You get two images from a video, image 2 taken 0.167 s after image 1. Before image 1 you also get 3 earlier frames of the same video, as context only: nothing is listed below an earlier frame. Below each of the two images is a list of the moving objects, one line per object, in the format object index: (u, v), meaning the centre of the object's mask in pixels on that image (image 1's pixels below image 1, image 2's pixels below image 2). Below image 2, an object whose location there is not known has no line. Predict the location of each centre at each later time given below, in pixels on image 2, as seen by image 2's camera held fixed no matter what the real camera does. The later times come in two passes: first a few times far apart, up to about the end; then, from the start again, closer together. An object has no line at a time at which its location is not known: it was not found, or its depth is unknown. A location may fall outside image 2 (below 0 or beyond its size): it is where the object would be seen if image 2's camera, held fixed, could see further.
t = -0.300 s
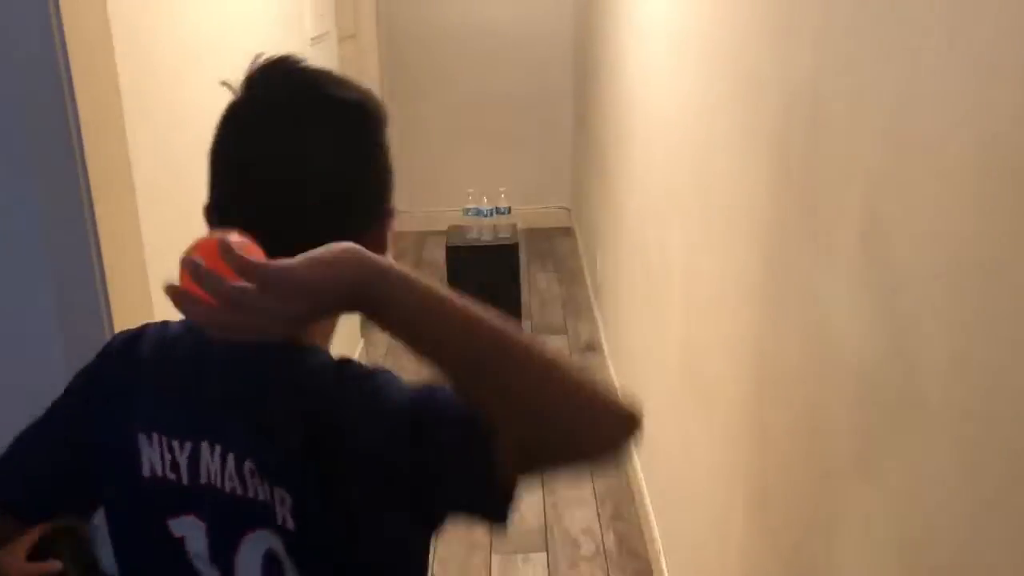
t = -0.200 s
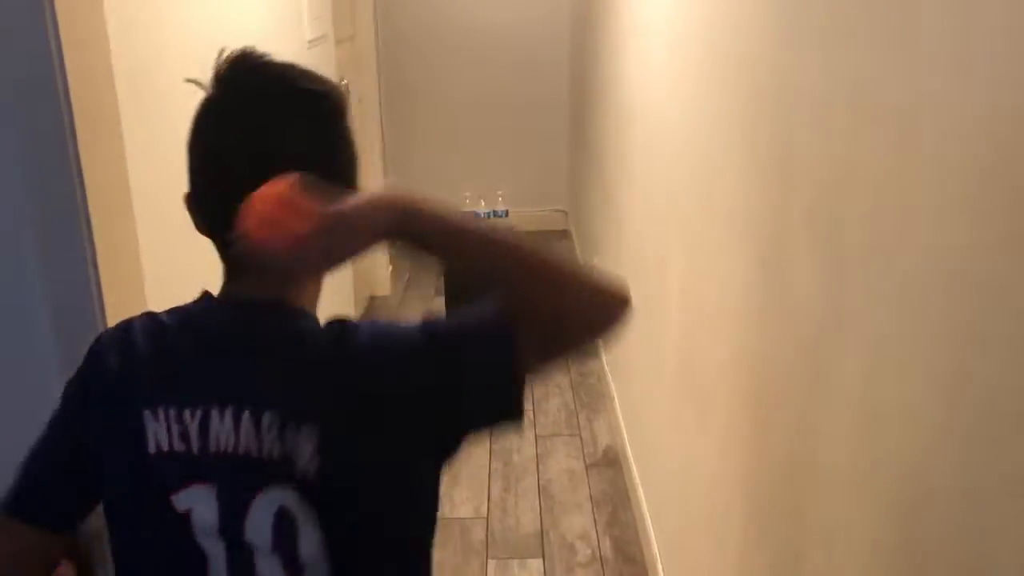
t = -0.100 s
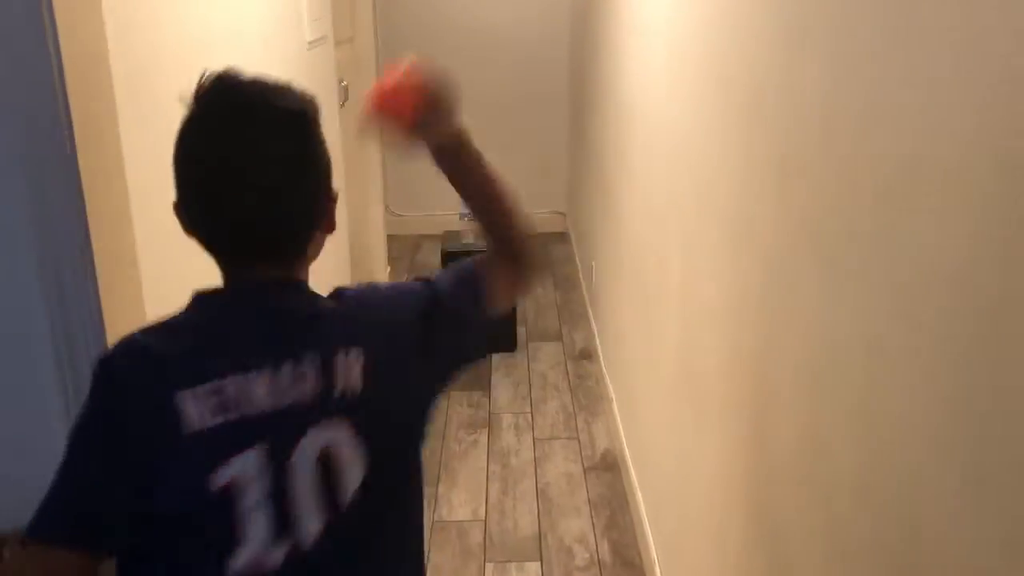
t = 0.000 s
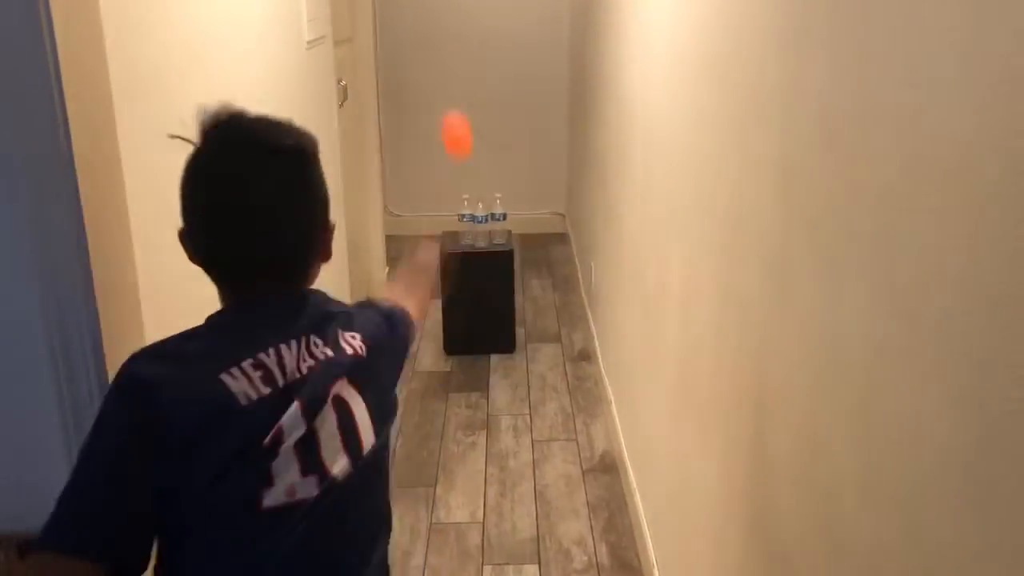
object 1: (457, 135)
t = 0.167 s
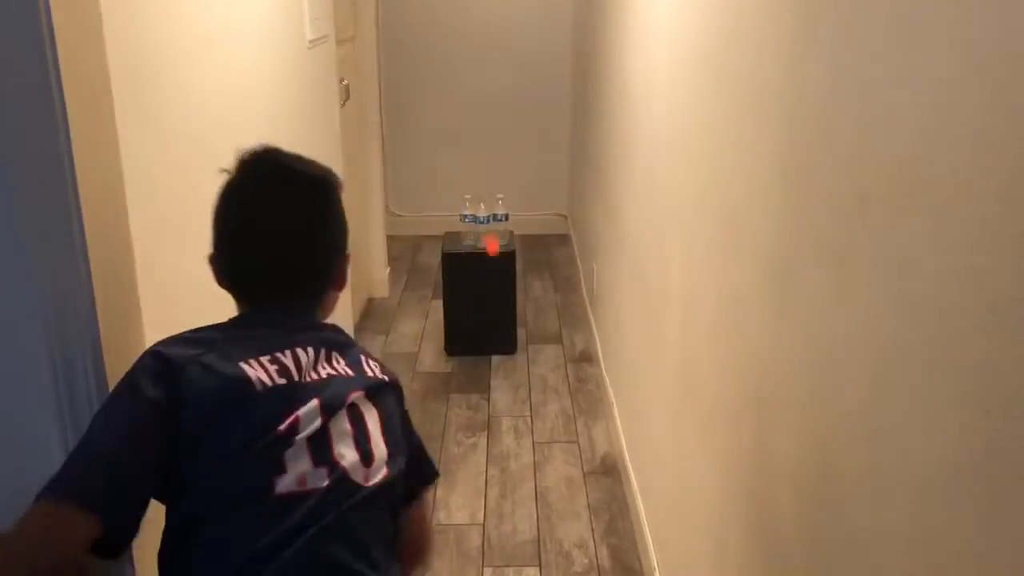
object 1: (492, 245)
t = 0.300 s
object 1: (506, 387)
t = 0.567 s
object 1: (523, 428)
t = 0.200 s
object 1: (497, 265)
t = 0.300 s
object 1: (506, 387)
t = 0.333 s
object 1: (509, 402)
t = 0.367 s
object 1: (509, 394)
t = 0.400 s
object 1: (511, 391)
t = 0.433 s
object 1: (513, 391)
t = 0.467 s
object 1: (516, 394)
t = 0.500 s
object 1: (518, 399)
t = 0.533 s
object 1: (521, 411)
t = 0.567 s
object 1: (523, 428)
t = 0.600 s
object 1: (525, 448)
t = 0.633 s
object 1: (527, 475)
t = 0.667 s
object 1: (530, 509)
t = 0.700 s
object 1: (533, 548)
